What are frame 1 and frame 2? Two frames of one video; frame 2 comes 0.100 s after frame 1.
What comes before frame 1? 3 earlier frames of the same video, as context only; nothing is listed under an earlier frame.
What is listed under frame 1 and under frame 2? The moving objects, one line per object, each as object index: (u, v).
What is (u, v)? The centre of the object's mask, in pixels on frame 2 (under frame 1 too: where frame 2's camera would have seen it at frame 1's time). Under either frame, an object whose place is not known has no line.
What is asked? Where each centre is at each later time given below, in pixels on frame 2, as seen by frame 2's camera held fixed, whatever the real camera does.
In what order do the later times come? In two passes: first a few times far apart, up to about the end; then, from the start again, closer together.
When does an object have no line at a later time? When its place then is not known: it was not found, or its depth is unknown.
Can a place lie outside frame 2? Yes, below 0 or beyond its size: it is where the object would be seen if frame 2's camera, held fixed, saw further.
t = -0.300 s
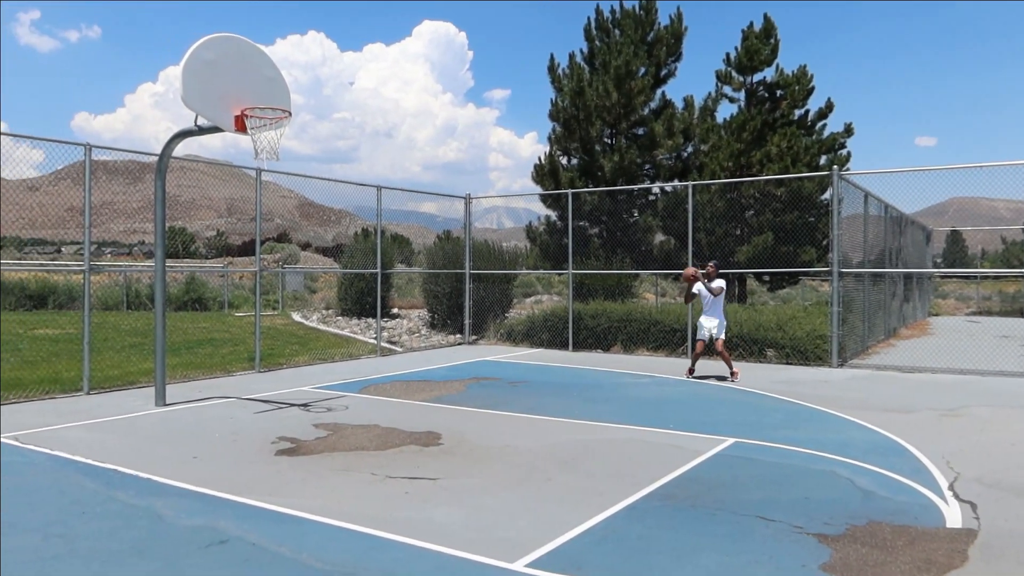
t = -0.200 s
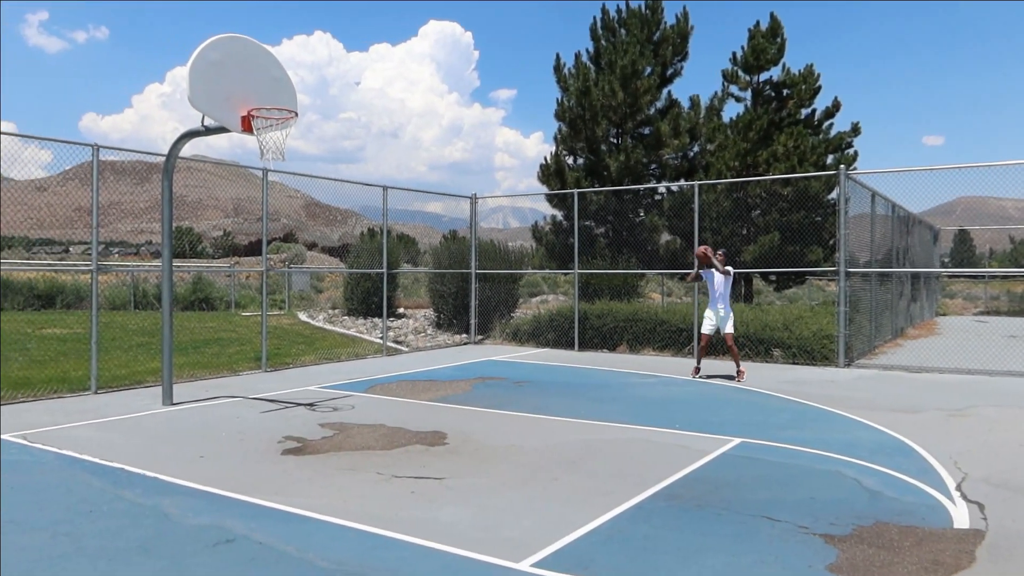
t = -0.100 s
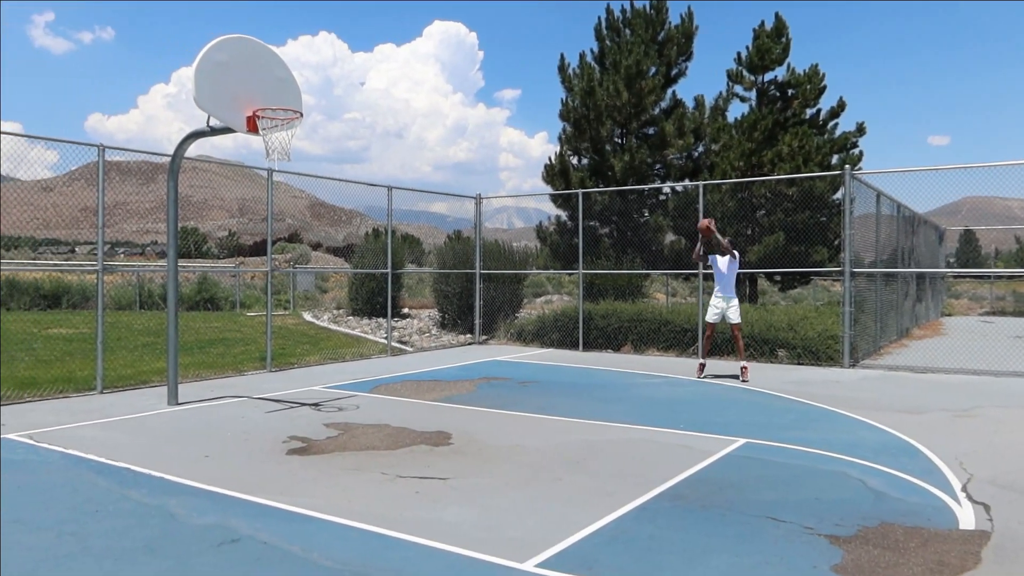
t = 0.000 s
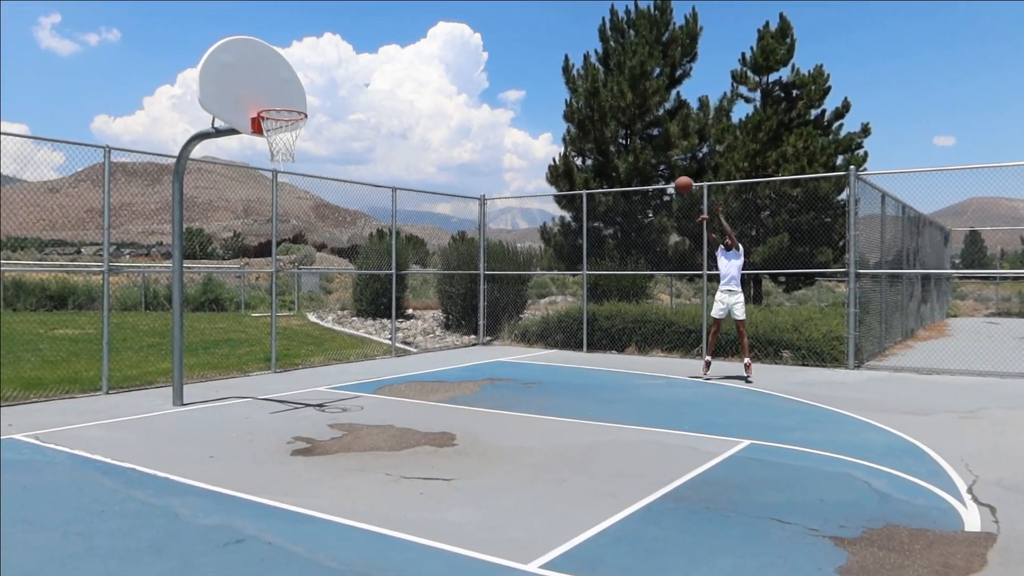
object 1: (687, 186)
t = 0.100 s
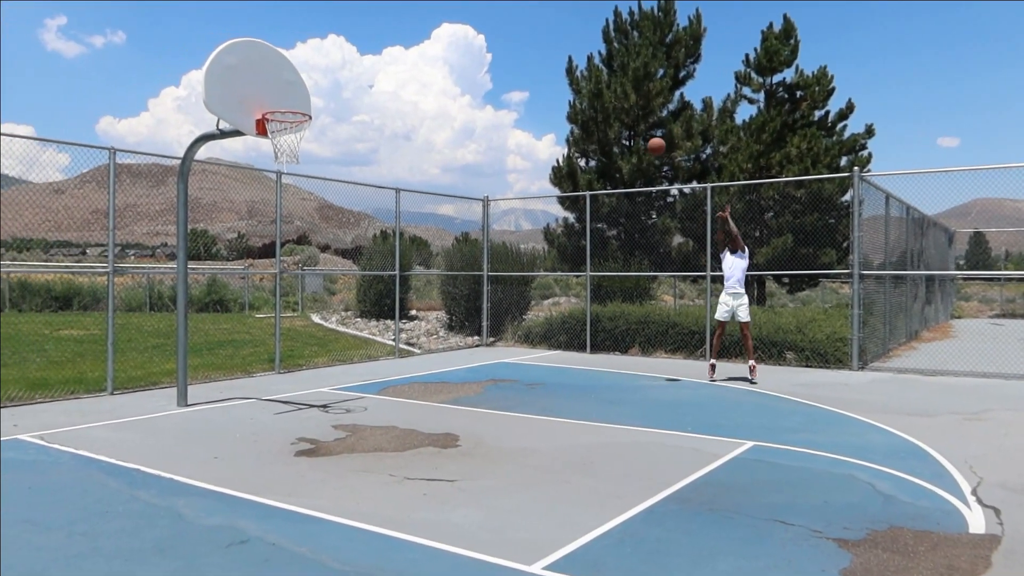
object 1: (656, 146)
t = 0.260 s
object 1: (603, 95)
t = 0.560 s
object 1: (492, 46)
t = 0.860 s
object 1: (361, 70)
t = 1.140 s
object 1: (258, 134)
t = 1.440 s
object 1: (256, 172)
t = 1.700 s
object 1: (256, 279)
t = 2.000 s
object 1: (265, 373)
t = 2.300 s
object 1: (295, 274)
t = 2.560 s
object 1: (321, 259)
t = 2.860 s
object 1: (353, 325)
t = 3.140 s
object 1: (381, 382)
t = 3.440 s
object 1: (408, 320)
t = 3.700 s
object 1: (433, 338)
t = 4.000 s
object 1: (463, 397)
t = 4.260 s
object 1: (488, 353)
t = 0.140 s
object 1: (644, 132)
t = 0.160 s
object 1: (637, 126)
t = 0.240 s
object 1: (611, 101)
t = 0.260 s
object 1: (603, 95)
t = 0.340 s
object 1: (575, 76)
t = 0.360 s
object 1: (568, 72)
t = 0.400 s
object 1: (553, 64)
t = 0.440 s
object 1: (539, 58)
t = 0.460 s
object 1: (531, 55)
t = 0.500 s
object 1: (515, 50)
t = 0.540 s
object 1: (500, 47)
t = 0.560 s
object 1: (492, 46)
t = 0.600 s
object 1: (475, 44)
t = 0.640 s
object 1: (459, 44)
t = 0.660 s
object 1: (450, 45)
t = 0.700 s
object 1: (433, 46)
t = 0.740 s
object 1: (415, 50)
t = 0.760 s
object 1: (407, 52)
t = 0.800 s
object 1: (389, 58)
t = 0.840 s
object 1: (370, 66)
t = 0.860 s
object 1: (361, 70)
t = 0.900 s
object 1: (342, 80)
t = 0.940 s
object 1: (322, 93)
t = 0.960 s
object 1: (313, 99)
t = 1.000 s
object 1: (292, 114)
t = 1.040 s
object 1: (272, 131)
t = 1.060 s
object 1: (265, 133)
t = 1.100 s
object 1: (258, 139)
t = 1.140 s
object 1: (258, 134)
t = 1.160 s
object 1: (257, 132)
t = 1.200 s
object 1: (257, 132)
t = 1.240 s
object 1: (257, 135)
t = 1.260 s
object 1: (257, 137)
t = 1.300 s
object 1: (257, 141)
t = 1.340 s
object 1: (257, 148)
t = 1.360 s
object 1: (256, 152)
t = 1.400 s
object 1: (257, 161)
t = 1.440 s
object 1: (256, 172)
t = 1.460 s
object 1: (256, 178)
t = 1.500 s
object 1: (256, 190)
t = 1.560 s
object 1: (256, 213)
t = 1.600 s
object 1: (256, 230)
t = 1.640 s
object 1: (256, 248)
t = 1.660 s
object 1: (256, 258)
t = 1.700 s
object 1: (256, 279)
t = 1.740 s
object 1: (256, 301)
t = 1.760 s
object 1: (256, 312)
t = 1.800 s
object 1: (256, 337)
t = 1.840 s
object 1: (256, 363)
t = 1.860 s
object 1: (256, 377)
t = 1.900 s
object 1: (256, 406)
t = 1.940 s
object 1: (259, 404)
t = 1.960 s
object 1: (261, 393)
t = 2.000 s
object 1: (265, 373)
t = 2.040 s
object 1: (269, 354)
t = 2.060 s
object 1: (271, 346)
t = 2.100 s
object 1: (275, 330)
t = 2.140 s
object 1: (279, 316)
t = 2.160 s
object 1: (280, 309)
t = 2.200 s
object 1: (285, 297)
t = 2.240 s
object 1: (288, 286)
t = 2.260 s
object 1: (291, 282)
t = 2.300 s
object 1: (295, 274)
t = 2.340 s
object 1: (298, 267)
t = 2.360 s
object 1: (301, 265)
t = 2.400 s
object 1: (305, 260)
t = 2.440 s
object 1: (309, 257)
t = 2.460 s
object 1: (311, 257)
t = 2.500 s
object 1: (315, 257)
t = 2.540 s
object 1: (319, 258)
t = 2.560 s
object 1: (321, 259)
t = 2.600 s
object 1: (326, 263)
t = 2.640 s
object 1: (330, 268)
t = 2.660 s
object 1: (332, 271)
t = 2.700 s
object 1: (336, 279)
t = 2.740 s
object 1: (340, 288)
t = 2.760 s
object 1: (342, 293)
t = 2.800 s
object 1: (346, 305)
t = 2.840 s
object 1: (351, 318)
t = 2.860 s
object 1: (353, 325)
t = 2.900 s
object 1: (357, 341)
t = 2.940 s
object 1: (362, 358)
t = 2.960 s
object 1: (364, 367)
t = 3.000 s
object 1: (369, 386)
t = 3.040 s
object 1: (373, 407)
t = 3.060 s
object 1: (375, 413)
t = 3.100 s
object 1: (378, 396)
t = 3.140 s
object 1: (381, 382)
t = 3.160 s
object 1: (383, 375)
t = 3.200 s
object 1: (386, 362)
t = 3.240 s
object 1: (389, 352)
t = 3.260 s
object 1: (391, 347)
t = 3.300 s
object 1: (395, 338)
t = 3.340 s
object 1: (398, 331)
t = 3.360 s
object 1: (400, 328)
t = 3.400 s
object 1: (404, 324)
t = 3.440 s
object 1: (408, 320)
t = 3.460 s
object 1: (410, 320)
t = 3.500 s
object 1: (413, 319)
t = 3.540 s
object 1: (417, 319)
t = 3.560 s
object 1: (419, 320)
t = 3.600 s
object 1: (423, 324)
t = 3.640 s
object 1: (426, 328)
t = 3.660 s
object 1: (429, 331)
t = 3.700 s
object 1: (433, 338)
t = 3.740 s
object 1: (437, 347)
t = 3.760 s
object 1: (439, 351)
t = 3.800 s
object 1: (443, 363)
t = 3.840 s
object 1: (447, 375)
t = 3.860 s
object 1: (449, 382)
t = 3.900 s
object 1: (454, 397)
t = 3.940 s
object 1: (458, 413)
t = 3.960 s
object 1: (459, 410)
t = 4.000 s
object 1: (463, 397)
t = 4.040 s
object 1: (467, 387)
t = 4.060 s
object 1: (469, 382)
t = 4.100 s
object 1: (473, 373)
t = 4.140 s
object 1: (476, 366)
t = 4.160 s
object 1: (478, 363)
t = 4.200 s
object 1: (482, 358)
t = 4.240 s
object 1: (486, 354)
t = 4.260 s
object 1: (488, 353)
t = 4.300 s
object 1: (492, 352)
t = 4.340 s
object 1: (496, 353)
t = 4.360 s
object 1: (498, 353)
